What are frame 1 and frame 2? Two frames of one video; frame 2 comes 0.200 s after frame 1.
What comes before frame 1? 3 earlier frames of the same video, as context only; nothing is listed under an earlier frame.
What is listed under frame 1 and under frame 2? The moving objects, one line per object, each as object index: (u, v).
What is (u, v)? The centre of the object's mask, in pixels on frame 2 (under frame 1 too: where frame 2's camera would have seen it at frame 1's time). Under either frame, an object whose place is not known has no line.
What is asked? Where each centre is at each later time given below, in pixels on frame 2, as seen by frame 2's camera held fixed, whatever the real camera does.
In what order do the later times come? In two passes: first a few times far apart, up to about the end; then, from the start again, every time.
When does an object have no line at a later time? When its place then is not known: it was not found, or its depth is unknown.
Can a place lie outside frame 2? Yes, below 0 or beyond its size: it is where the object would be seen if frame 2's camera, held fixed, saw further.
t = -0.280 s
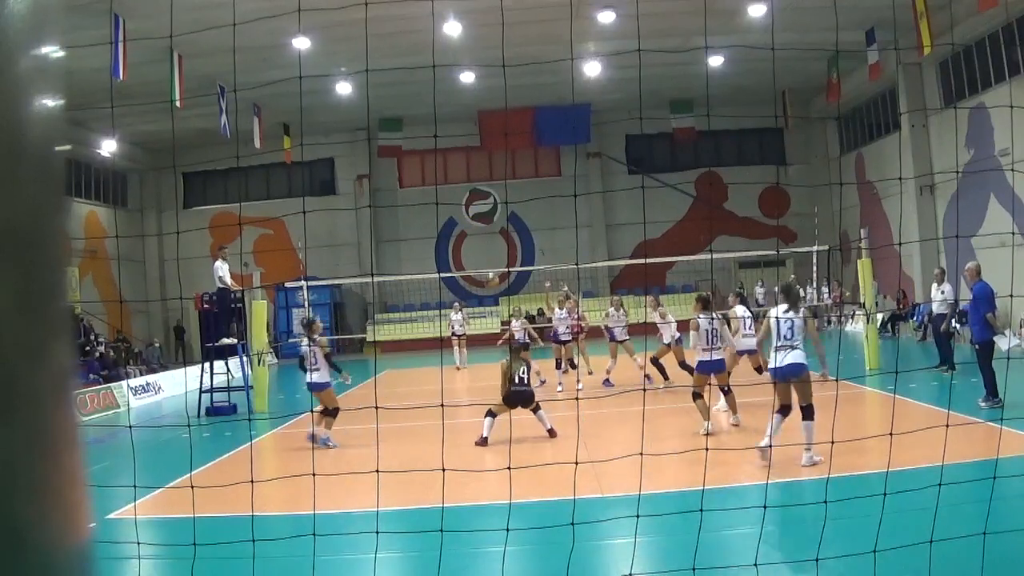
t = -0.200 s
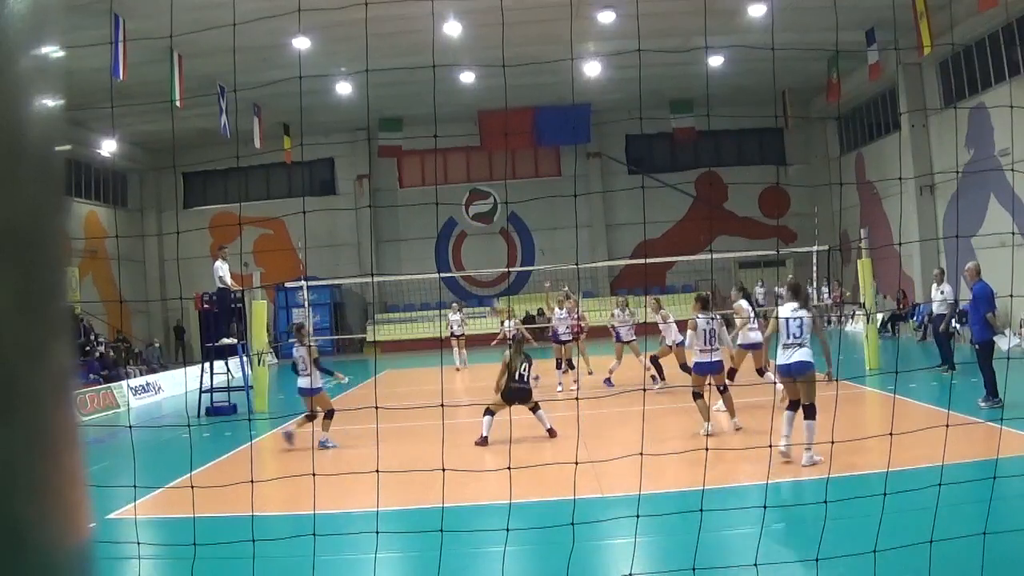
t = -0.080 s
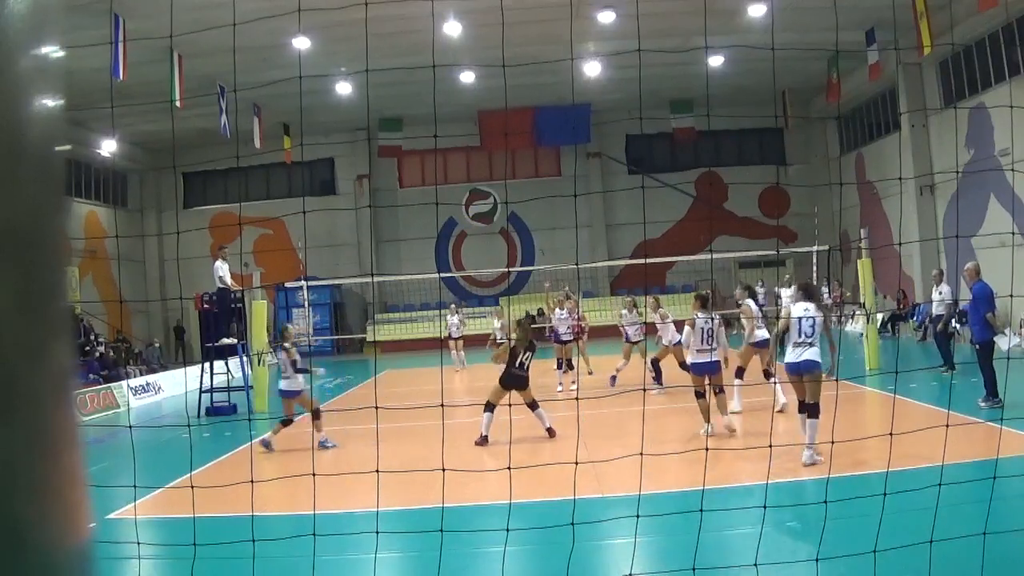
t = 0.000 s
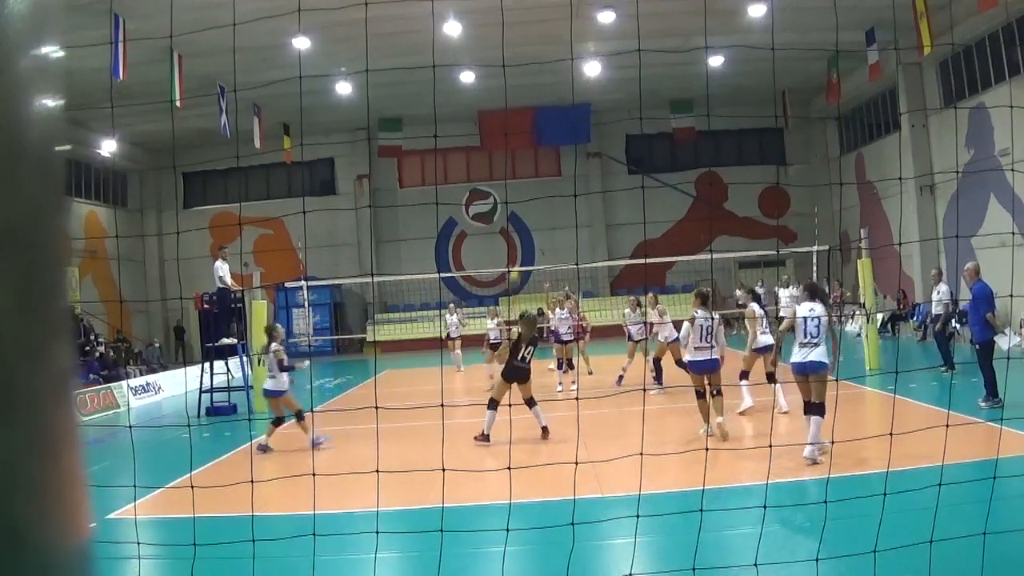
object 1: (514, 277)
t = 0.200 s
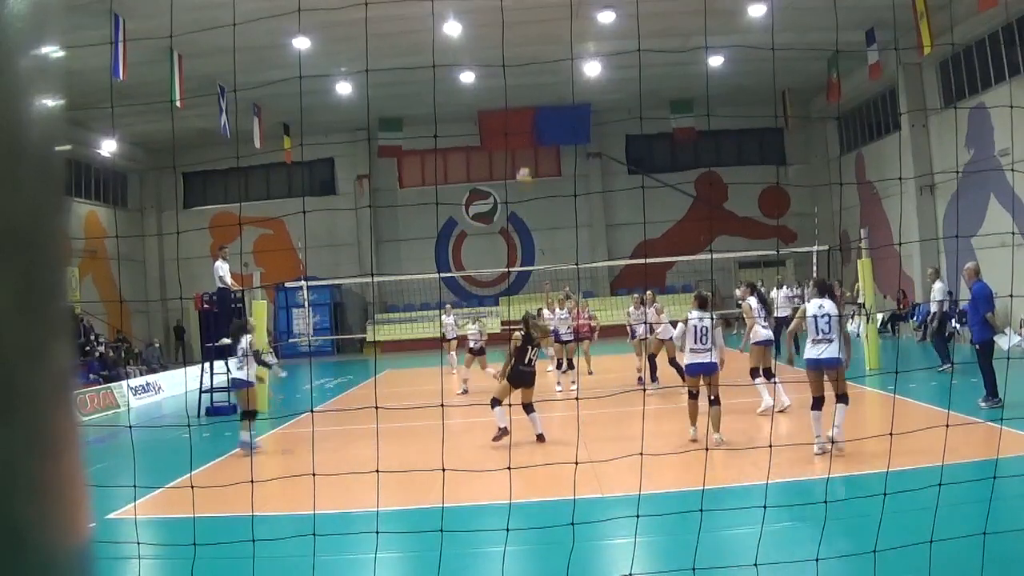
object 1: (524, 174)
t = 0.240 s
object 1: (526, 162)
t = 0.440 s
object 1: (537, 107)
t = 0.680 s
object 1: (551, 84)
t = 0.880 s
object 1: (566, 91)
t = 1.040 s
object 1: (578, 119)
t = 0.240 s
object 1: (526, 162)
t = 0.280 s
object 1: (528, 147)
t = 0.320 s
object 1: (530, 136)
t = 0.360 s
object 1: (532, 124)
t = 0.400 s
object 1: (535, 117)
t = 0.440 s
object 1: (537, 107)
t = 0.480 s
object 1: (540, 101)
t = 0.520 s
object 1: (542, 94)
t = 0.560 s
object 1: (545, 90)
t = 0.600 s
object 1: (548, 87)
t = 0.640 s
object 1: (550, 86)
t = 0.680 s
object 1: (551, 84)
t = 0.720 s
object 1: (555, 84)
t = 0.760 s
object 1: (557, 84)
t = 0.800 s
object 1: (561, 86)
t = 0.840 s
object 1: (563, 89)
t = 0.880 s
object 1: (566, 91)
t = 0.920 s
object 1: (569, 98)
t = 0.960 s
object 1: (572, 104)
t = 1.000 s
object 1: (575, 110)
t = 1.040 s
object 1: (578, 119)
